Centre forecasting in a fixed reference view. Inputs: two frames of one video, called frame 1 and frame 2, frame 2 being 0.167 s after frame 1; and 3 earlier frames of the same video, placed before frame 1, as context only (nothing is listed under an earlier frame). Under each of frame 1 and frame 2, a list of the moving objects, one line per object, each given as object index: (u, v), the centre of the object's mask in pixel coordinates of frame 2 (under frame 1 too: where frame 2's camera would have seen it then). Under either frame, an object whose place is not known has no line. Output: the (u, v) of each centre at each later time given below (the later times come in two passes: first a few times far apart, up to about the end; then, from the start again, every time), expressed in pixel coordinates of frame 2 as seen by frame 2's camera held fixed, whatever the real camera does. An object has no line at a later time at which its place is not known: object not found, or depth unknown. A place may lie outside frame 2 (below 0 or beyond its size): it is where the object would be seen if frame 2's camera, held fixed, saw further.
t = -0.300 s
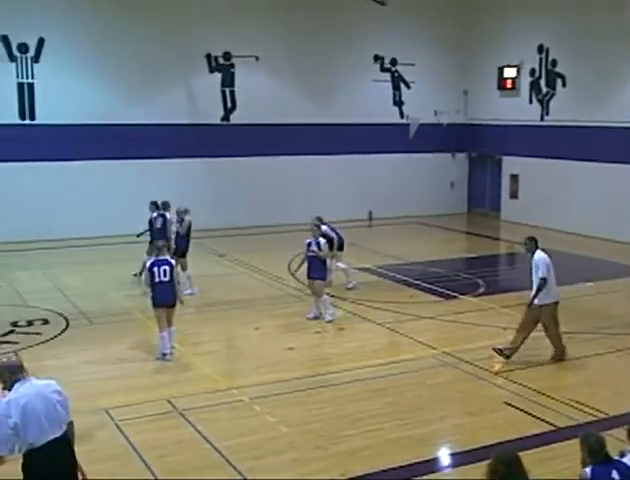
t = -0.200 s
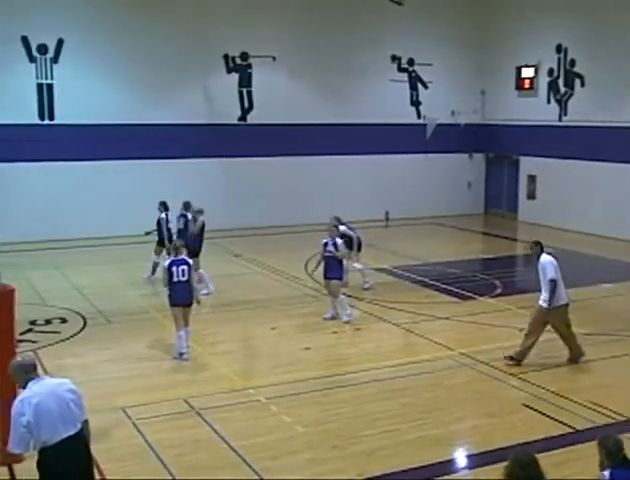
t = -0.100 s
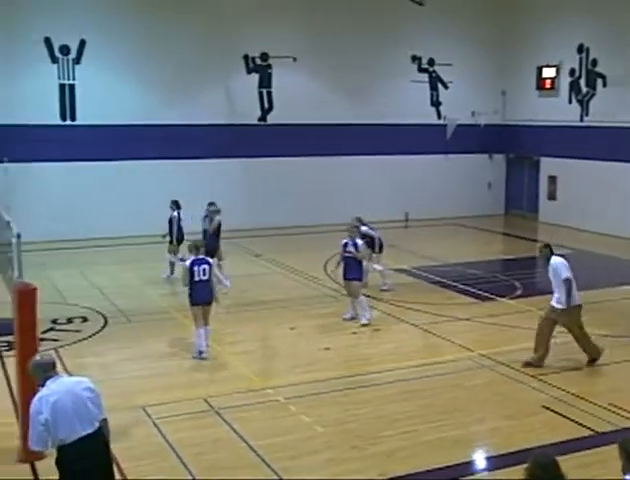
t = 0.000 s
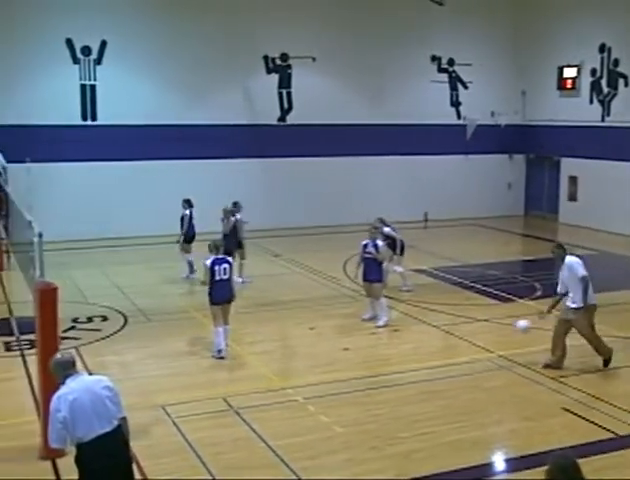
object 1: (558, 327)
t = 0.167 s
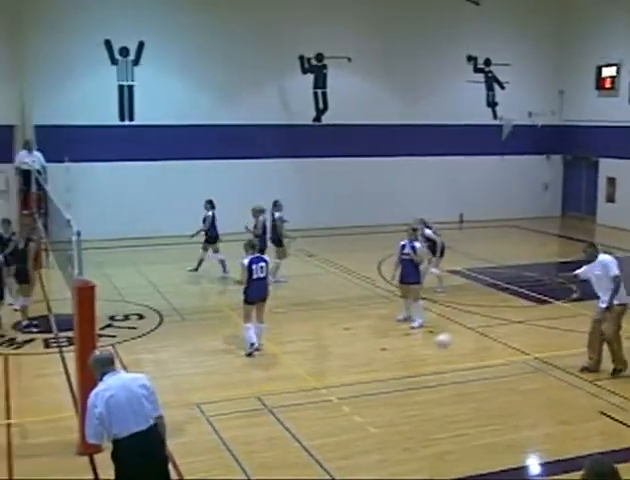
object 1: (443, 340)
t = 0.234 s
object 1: (393, 351)
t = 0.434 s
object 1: (279, 354)
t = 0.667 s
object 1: (166, 358)
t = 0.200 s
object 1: (417, 345)
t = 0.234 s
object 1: (393, 351)
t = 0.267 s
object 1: (369, 357)
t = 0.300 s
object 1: (346, 368)
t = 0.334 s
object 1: (326, 369)
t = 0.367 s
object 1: (311, 362)
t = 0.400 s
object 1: (295, 358)
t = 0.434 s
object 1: (279, 354)
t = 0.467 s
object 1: (262, 351)
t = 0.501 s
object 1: (246, 351)
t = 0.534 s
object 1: (231, 351)
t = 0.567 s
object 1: (214, 352)
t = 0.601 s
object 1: (198, 353)
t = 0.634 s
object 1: (182, 355)
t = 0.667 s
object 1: (166, 358)
